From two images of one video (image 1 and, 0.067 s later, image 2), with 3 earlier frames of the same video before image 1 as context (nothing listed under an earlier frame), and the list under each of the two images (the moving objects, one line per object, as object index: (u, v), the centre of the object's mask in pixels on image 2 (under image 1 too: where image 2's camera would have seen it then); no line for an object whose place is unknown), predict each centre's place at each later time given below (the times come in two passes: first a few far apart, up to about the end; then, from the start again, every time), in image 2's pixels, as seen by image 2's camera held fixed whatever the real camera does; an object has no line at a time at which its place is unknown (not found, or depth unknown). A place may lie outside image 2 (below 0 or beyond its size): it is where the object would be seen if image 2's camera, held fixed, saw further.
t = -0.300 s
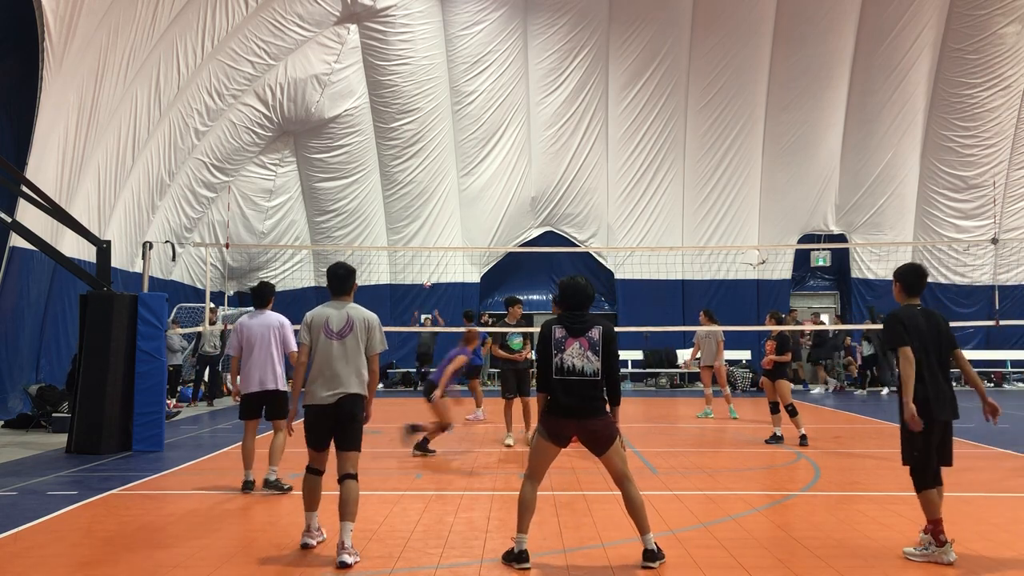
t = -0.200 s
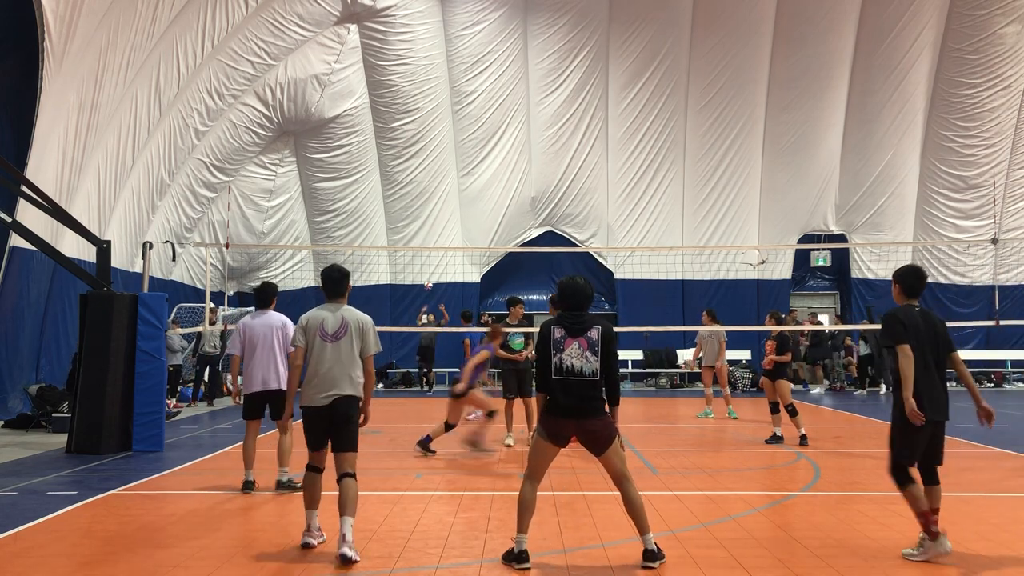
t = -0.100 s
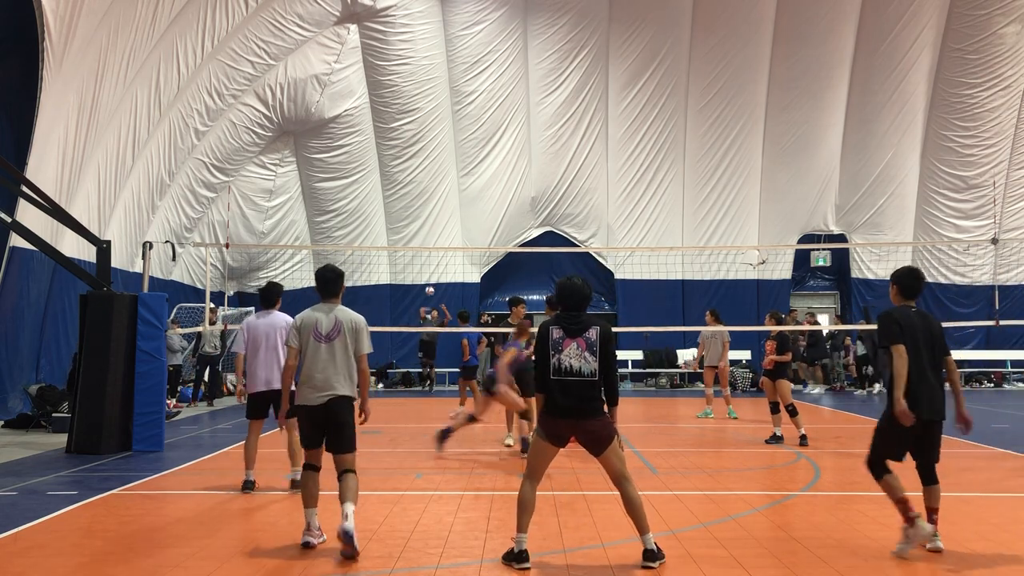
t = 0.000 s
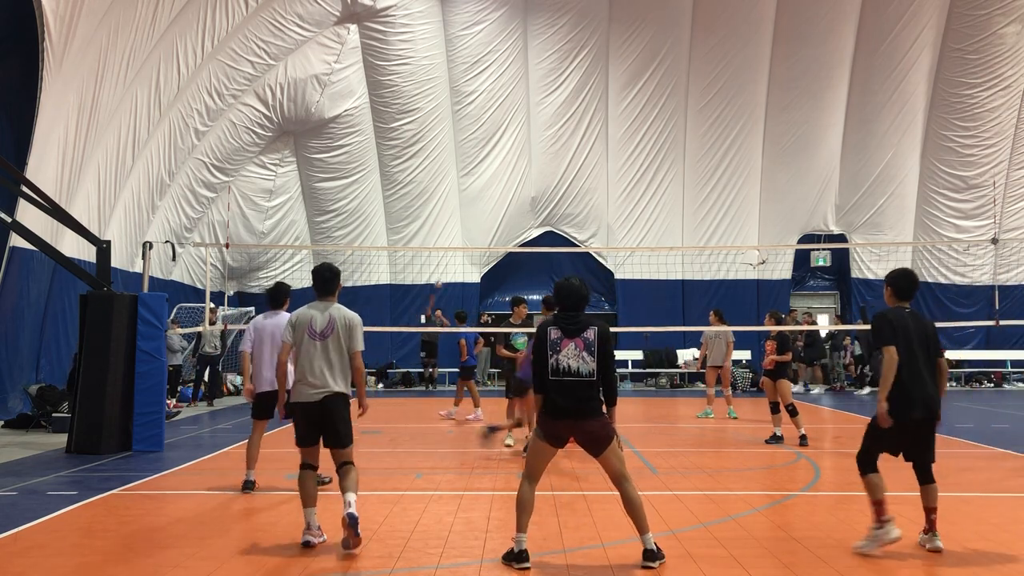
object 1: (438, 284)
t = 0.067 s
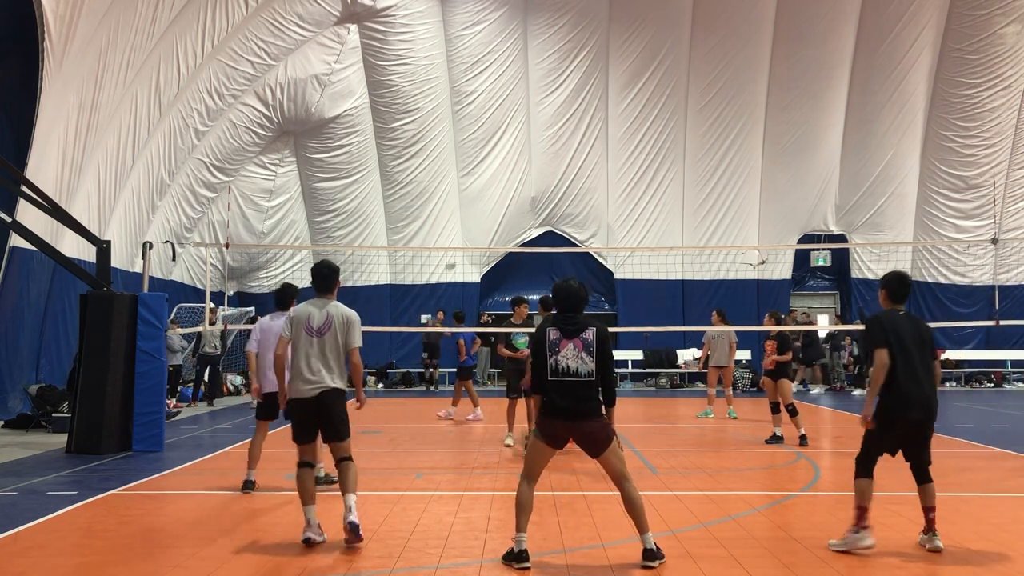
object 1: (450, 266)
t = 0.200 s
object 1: (481, 232)
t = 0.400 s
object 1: (542, 185)
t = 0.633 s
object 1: (647, 132)
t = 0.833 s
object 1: (781, 94)
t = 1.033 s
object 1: (1003, 88)
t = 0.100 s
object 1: (457, 257)
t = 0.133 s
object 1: (465, 244)
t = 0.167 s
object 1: (472, 241)
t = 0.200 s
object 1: (481, 232)
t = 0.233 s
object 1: (490, 223)
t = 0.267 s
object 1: (499, 216)
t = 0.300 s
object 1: (510, 208)
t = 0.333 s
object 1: (519, 201)
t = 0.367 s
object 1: (531, 193)
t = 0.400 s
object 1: (542, 185)
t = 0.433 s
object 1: (555, 177)
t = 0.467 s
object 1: (568, 170)
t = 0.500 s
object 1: (582, 161)
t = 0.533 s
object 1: (596, 154)
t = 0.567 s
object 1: (611, 147)
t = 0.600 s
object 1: (629, 140)
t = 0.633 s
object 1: (647, 132)
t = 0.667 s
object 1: (666, 126)
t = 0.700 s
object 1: (685, 119)
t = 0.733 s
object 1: (705, 112)
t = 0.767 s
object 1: (729, 105)
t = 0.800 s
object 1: (753, 101)
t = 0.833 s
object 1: (781, 94)
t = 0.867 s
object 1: (809, 90)
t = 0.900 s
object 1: (840, 90)
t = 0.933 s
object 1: (875, 88)
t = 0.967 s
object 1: (914, 87)
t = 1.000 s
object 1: (953, 86)
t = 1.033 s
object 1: (1003, 88)
